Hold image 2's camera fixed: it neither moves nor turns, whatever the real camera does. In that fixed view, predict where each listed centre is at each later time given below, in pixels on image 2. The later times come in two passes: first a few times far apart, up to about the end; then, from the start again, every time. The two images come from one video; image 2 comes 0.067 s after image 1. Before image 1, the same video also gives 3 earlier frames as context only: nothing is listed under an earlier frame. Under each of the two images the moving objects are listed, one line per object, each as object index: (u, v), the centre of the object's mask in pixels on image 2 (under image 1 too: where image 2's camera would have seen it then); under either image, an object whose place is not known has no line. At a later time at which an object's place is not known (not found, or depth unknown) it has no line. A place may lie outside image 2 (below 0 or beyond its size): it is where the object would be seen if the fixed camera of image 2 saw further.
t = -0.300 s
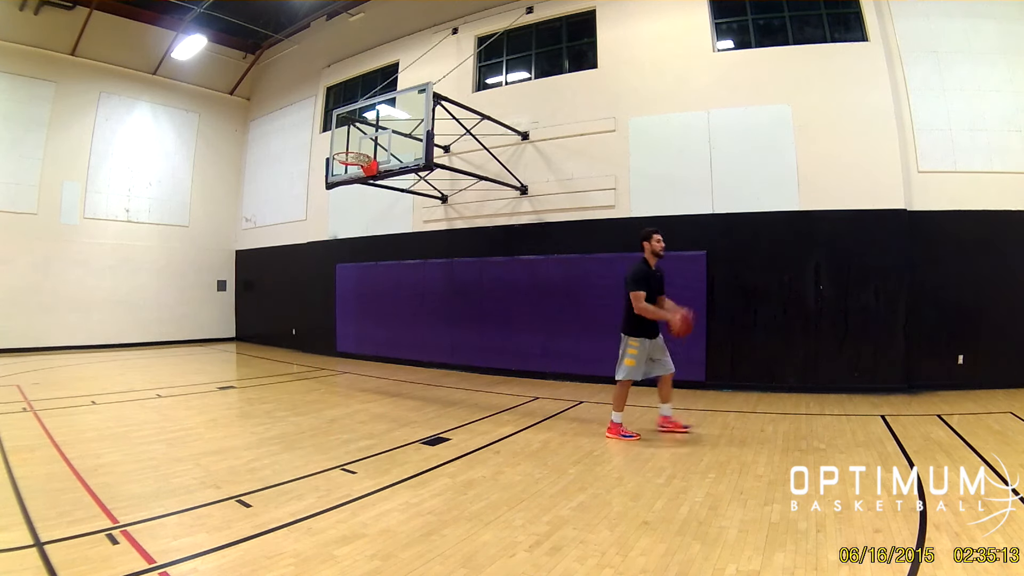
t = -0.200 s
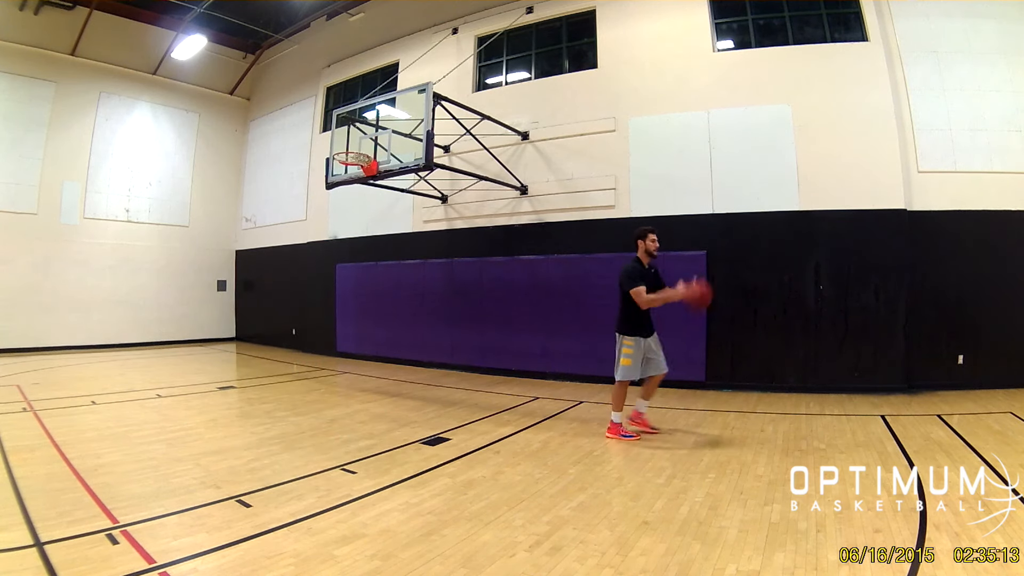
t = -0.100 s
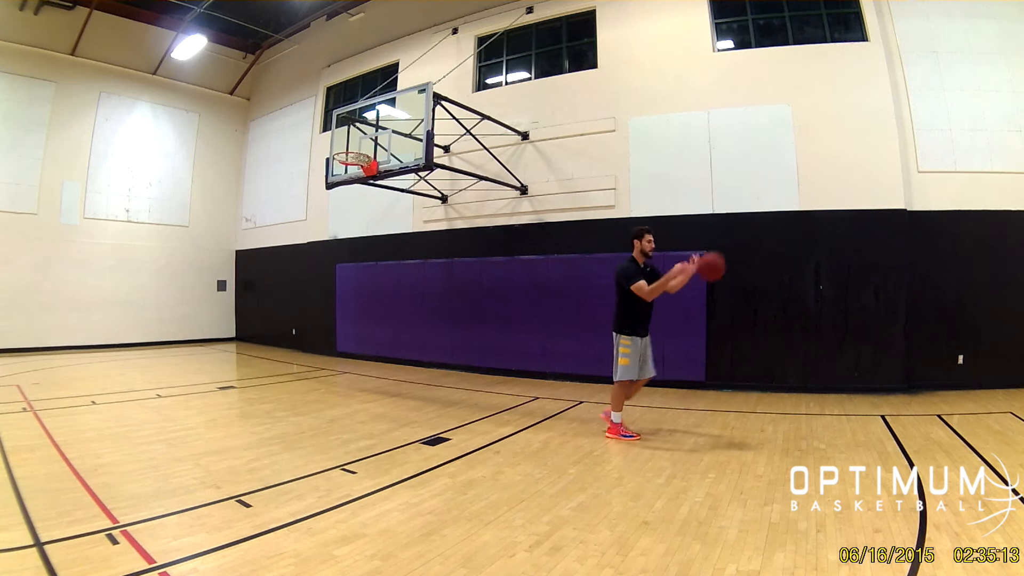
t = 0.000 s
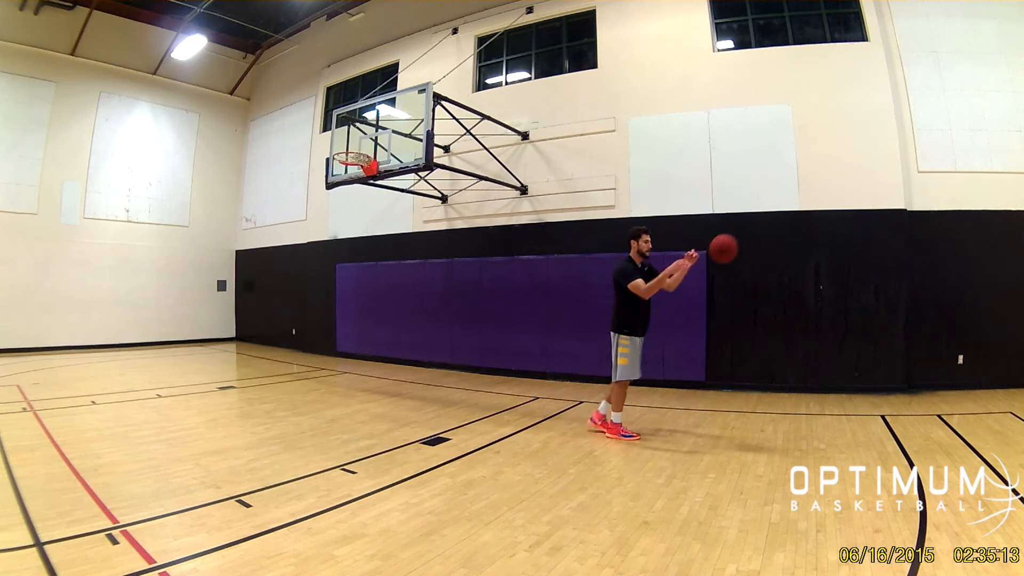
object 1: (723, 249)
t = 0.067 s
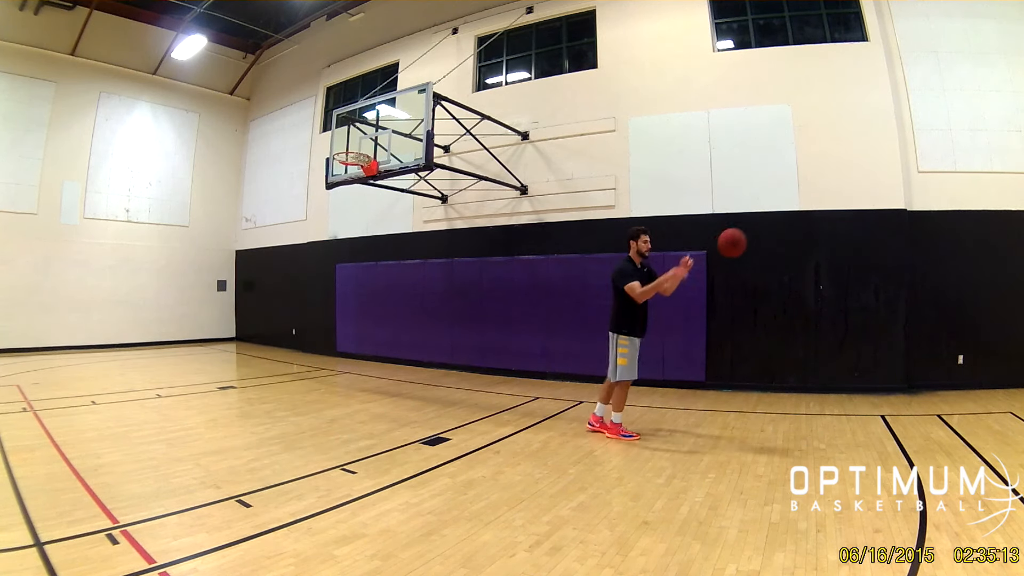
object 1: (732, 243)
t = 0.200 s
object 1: (749, 246)
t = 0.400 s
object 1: (776, 291)
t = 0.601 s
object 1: (801, 381)
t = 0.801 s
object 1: (805, 409)
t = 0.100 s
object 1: (736, 242)
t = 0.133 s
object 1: (740, 242)
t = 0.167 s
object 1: (745, 243)
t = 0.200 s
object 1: (749, 246)
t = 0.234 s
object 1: (753, 250)
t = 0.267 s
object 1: (758, 255)
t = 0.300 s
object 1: (762, 262)
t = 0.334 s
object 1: (767, 270)
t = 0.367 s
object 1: (772, 280)
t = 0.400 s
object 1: (776, 291)
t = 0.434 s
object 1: (780, 303)
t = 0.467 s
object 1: (785, 317)
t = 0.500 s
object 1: (789, 332)
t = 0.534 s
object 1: (793, 348)
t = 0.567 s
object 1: (797, 365)
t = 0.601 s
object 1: (801, 381)
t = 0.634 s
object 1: (804, 400)
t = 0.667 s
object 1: (807, 425)
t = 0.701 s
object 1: (810, 448)
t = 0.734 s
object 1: (809, 440)
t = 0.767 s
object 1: (807, 425)
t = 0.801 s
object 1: (805, 409)
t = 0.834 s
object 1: (802, 394)
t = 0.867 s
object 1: (800, 382)
